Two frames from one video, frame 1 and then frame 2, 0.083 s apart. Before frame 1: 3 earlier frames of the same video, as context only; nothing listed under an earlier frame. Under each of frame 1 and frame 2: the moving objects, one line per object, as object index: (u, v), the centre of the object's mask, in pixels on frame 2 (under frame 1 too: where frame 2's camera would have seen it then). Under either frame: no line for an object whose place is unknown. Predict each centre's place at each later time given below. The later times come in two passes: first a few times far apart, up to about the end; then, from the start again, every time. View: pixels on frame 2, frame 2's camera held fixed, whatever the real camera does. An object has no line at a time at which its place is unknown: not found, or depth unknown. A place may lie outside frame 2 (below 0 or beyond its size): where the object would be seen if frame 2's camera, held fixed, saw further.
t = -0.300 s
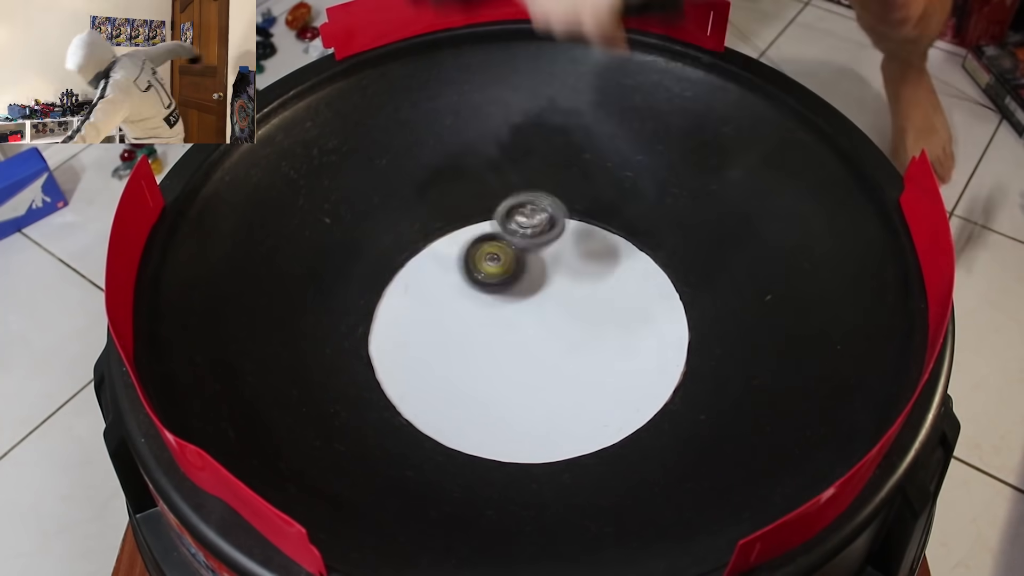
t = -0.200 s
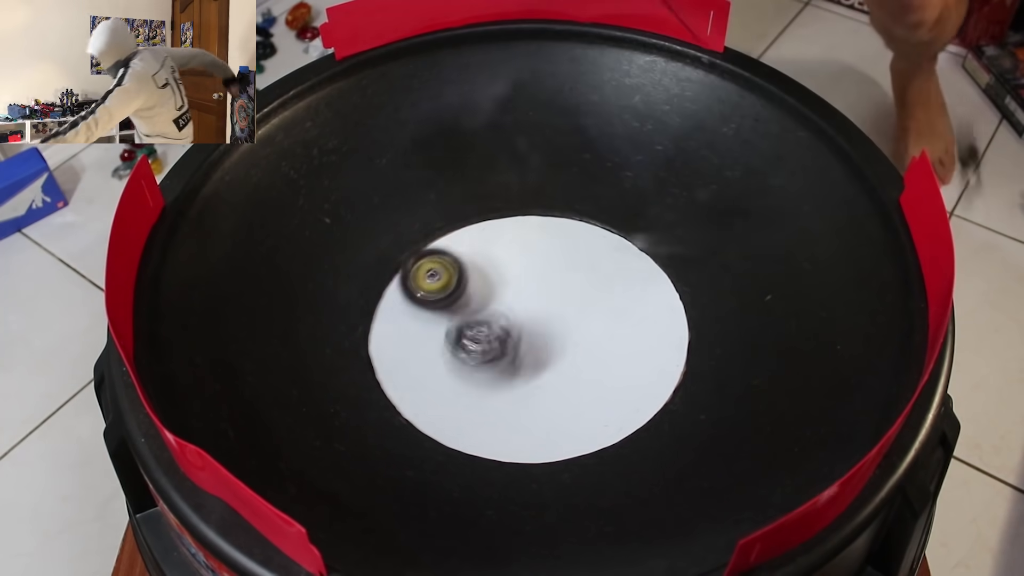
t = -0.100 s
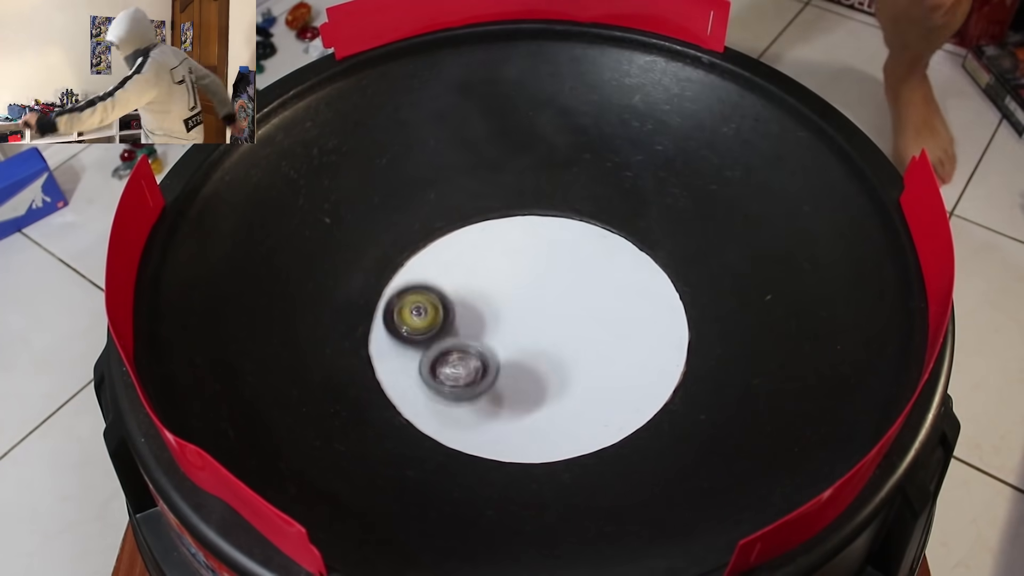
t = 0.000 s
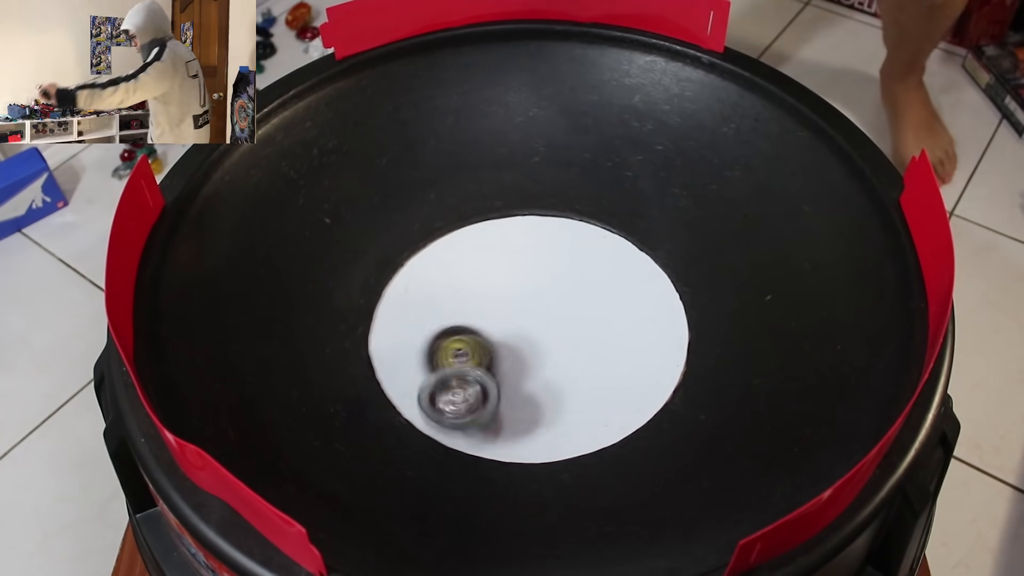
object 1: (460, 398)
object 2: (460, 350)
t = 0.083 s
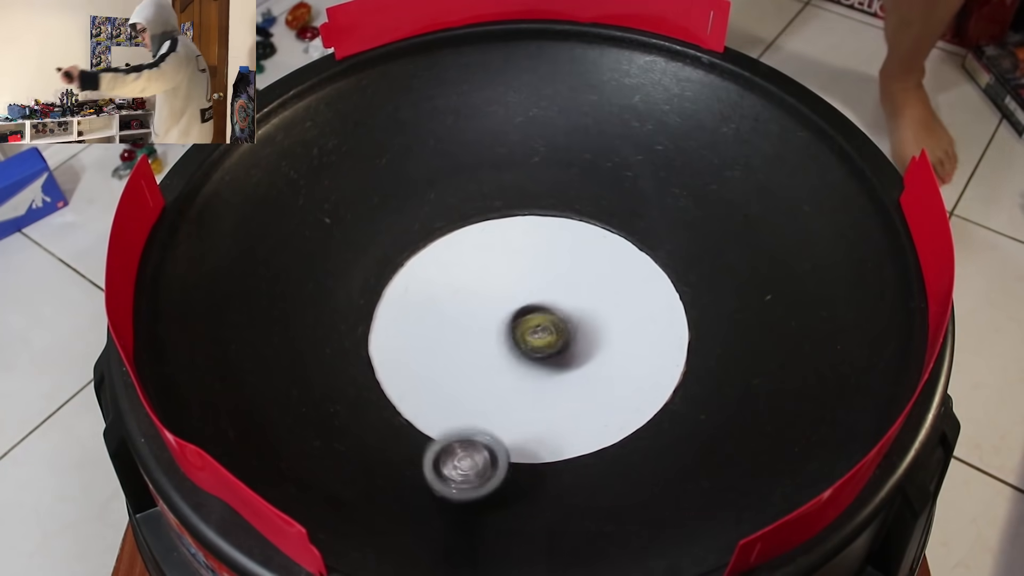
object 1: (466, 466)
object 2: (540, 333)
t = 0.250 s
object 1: (545, 492)
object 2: (645, 228)
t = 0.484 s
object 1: (651, 386)
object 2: (582, 168)
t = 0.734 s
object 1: (578, 261)
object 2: (469, 211)
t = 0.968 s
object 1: (413, 250)
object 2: (498, 390)
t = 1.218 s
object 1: (402, 364)
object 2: (664, 347)
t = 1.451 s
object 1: (542, 384)
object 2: (554, 212)
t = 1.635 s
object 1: (586, 309)
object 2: (400, 266)
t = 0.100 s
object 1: (469, 473)
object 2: (556, 325)
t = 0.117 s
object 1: (475, 481)
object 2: (573, 318)
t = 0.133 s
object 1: (480, 487)
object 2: (587, 307)
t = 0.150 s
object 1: (486, 490)
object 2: (600, 296)
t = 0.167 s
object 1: (494, 493)
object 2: (612, 285)
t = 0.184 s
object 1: (503, 495)
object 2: (626, 275)
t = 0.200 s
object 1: (513, 496)
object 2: (638, 262)
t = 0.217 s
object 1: (523, 496)
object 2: (647, 249)
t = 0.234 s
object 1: (533, 494)
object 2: (649, 239)
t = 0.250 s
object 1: (545, 492)
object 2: (645, 228)
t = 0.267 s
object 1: (556, 488)
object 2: (642, 219)
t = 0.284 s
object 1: (568, 484)
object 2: (637, 212)
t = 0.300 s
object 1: (579, 478)
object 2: (632, 207)
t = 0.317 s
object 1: (590, 473)
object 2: (628, 205)
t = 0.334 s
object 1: (600, 465)
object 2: (624, 203)
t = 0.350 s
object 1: (610, 457)
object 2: (622, 197)
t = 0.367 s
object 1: (618, 449)
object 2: (619, 191)
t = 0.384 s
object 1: (627, 441)
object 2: (616, 188)
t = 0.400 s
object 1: (634, 432)
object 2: (613, 183)
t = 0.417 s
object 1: (640, 422)
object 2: (608, 180)
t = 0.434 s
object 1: (644, 413)
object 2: (602, 176)
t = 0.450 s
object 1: (647, 404)
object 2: (596, 173)
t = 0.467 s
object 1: (650, 394)
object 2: (589, 170)
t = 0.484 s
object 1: (651, 386)
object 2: (582, 168)
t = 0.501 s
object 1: (652, 380)
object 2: (574, 167)
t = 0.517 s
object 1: (654, 370)
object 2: (566, 167)
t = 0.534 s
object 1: (654, 360)
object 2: (556, 166)
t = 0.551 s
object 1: (653, 350)
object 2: (548, 167)
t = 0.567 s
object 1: (651, 341)
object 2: (539, 168)
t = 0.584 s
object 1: (649, 332)
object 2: (529, 170)
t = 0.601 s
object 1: (645, 322)
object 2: (520, 173)
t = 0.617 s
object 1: (639, 313)
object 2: (511, 177)
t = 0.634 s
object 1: (633, 304)
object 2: (502, 181)
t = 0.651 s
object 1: (626, 295)
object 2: (494, 185)
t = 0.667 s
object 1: (618, 287)
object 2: (487, 190)
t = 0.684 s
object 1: (609, 280)
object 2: (482, 194)
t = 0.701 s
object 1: (600, 273)
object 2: (477, 199)
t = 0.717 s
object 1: (590, 267)
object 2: (473, 203)
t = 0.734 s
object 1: (578, 261)
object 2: (469, 211)
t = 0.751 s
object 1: (567, 256)
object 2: (465, 222)
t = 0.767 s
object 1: (555, 252)
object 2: (459, 232)
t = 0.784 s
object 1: (544, 249)
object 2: (456, 244)
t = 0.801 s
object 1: (532, 245)
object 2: (451, 257)
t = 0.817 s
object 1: (519, 243)
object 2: (449, 269)
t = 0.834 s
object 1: (506, 239)
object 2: (448, 283)
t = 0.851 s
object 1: (492, 238)
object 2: (448, 297)
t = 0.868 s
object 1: (479, 237)
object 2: (452, 312)
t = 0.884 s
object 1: (468, 238)
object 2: (455, 325)
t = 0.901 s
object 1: (457, 239)
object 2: (460, 339)
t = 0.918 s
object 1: (445, 240)
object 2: (468, 353)
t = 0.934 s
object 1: (433, 243)
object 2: (476, 364)
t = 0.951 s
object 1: (423, 246)
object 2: (487, 378)
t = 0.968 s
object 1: (413, 250)
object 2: (498, 390)
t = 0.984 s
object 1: (404, 255)
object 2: (512, 399)
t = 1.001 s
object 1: (397, 261)
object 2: (526, 408)
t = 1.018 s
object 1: (391, 269)
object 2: (542, 416)
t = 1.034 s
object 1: (388, 278)
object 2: (558, 421)
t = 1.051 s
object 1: (386, 286)
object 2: (573, 422)
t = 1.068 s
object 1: (384, 295)
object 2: (587, 417)
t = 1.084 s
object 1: (382, 303)
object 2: (601, 415)
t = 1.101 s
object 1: (381, 311)
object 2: (616, 415)
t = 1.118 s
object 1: (382, 319)
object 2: (627, 408)
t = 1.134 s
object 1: (383, 327)
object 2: (637, 400)
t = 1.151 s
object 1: (385, 336)
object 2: (645, 393)
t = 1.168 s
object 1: (387, 343)
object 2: (652, 383)
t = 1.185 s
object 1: (391, 350)
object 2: (657, 372)
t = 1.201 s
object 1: (396, 357)
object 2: (661, 359)
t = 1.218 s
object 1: (402, 364)
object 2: (664, 347)
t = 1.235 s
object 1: (408, 369)
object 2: (667, 334)
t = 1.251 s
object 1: (416, 375)
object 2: (670, 320)
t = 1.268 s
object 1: (425, 382)
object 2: (673, 306)
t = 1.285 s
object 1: (436, 386)
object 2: (673, 293)
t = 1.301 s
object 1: (446, 391)
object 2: (672, 279)
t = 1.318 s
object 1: (455, 393)
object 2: (665, 267)
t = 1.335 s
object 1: (465, 395)
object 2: (656, 255)
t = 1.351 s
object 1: (477, 396)
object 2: (647, 247)
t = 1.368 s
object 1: (487, 396)
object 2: (632, 240)
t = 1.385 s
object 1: (497, 395)
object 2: (616, 233)
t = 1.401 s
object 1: (508, 393)
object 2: (601, 227)
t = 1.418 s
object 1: (520, 392)
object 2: (586, 221)
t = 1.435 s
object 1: (531, 388)
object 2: (571, 217)
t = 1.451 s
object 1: (542, 384)
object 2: (554, 212)
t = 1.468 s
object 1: (550, 379)
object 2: (538, 211)
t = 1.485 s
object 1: (557, 373)
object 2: (522, 209)
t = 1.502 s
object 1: (563, 367)
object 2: (506, 210)
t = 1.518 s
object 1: (569, 361)
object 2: (491, 211)
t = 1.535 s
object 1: (574, 353)
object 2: (475, 214)
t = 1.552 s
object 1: (578, 347)
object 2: (460, 217)
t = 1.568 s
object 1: (581, 340)
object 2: (447, 225)
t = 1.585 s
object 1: (584, 333)
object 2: (434, 233)
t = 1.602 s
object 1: (585, 325)
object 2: (422, 242)
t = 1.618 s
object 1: (586, 317)
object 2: (410, 253)
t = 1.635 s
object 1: (586, 309)
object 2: (400, 266)
